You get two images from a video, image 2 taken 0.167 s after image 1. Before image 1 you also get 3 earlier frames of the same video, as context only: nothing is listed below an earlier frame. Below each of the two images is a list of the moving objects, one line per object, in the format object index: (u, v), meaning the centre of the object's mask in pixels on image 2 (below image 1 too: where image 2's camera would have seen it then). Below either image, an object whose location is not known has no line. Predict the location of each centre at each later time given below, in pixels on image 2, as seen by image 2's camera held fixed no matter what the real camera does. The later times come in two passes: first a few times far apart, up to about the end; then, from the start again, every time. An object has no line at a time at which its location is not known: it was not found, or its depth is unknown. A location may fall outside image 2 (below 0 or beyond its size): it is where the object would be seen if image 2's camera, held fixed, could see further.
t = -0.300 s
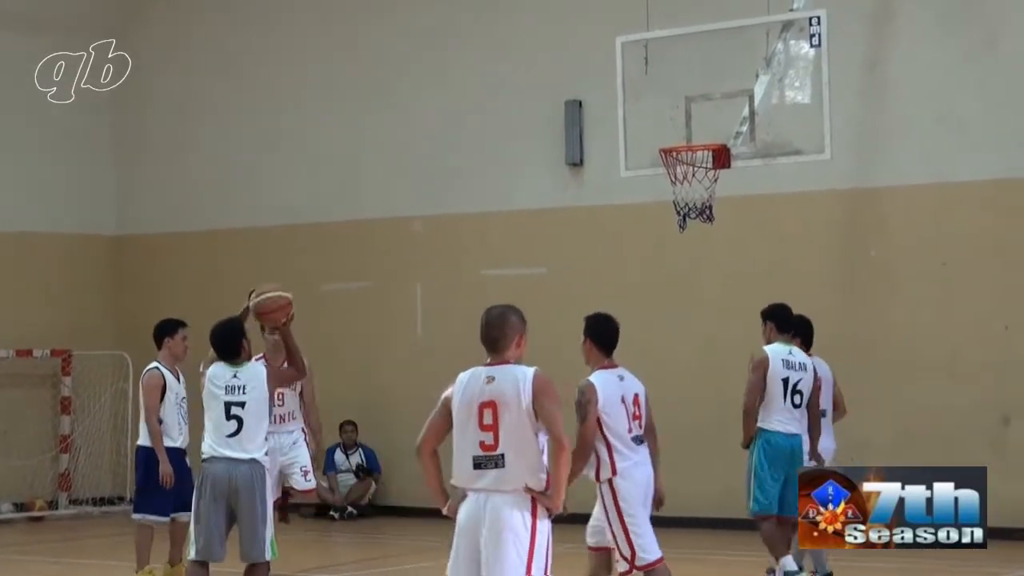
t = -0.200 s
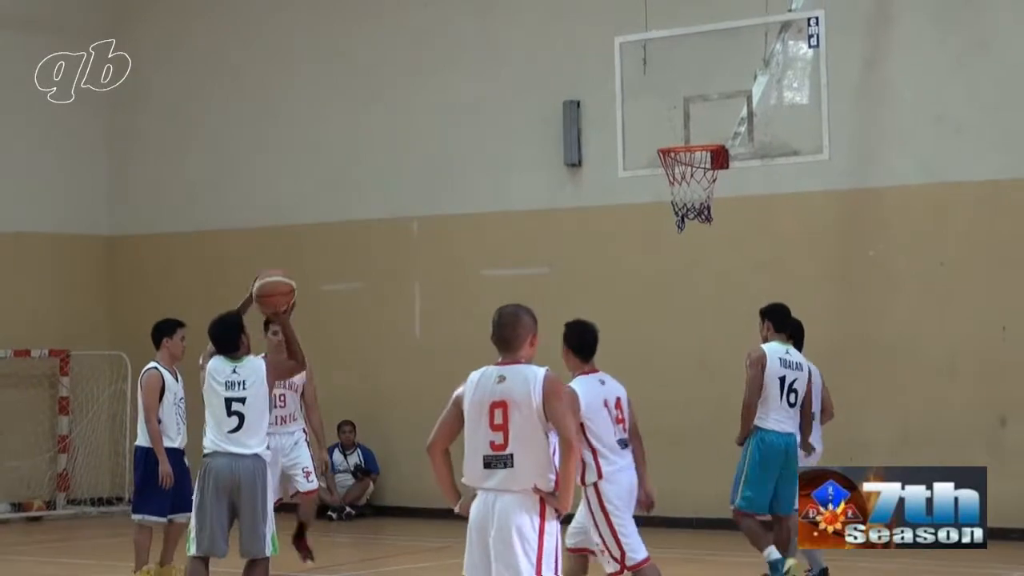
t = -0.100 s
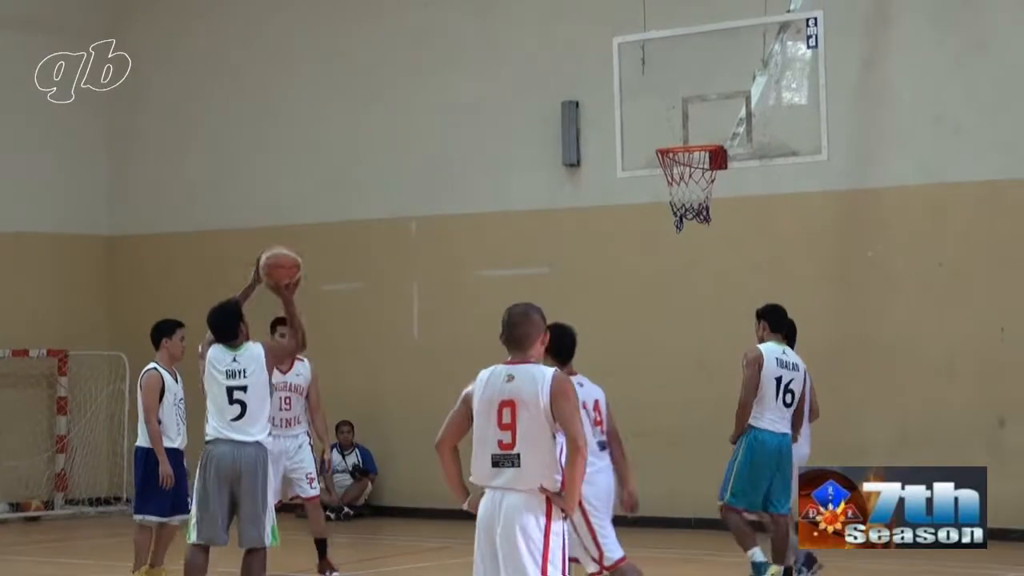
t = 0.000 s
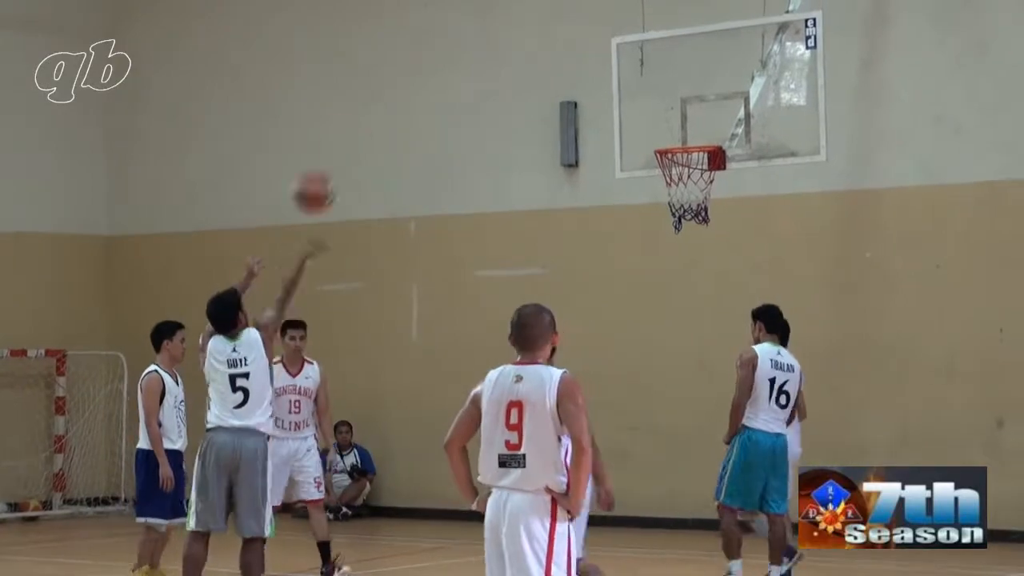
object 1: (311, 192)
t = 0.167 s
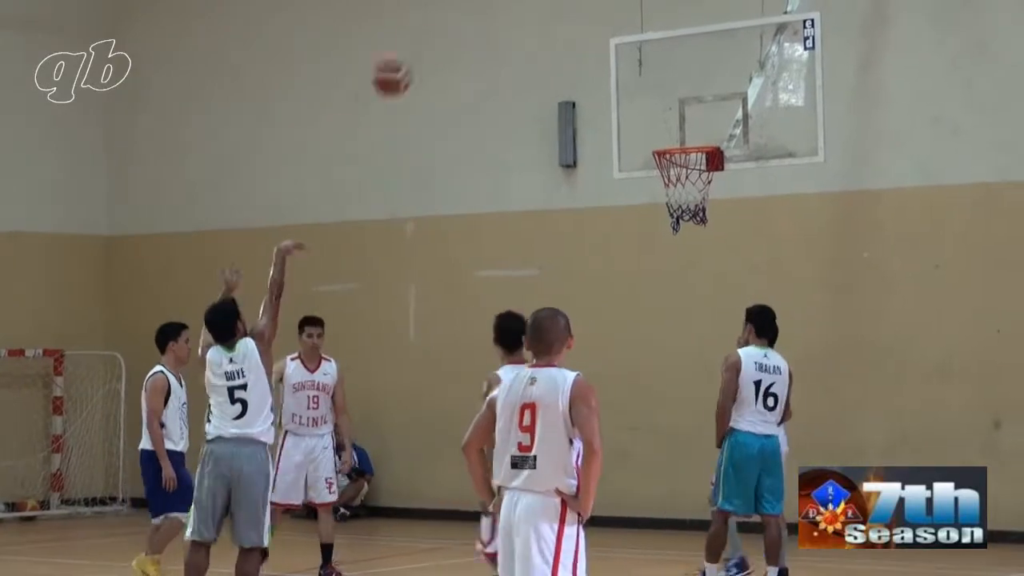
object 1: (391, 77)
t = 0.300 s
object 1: (449, 22)
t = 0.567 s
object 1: (552, 8)
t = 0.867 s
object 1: (653, 104)
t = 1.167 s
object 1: (732, 220)
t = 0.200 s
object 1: (407, 60)
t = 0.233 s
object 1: (421, 45)
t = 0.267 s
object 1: (436, 33)
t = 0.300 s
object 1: (449, 22)
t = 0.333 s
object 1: (464, 14)
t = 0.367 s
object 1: (477, 10)
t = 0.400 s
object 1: (490, 8)
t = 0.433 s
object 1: (503, 6)
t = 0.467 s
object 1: (516, 6)
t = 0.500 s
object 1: (528, 6)
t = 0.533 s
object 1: (541, 7)
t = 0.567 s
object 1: (552, 8)
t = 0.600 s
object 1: (564, 11)
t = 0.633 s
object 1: (576, 15)
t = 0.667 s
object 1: (588, 25)
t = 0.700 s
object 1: (599, 34)
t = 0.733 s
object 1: (611, 45)
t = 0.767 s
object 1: (621, 58)
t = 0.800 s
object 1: (632, 72)
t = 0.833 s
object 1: (642, 87)
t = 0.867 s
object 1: (653, 104)
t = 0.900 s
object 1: (662, 122)
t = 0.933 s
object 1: (673, 136)
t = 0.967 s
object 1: (683, 162)
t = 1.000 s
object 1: (692, 178)
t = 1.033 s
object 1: (704, 189)
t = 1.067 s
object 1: (714, 196)
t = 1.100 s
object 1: (717, 202)
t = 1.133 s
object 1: (725, 211)
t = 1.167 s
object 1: (732, 220)
